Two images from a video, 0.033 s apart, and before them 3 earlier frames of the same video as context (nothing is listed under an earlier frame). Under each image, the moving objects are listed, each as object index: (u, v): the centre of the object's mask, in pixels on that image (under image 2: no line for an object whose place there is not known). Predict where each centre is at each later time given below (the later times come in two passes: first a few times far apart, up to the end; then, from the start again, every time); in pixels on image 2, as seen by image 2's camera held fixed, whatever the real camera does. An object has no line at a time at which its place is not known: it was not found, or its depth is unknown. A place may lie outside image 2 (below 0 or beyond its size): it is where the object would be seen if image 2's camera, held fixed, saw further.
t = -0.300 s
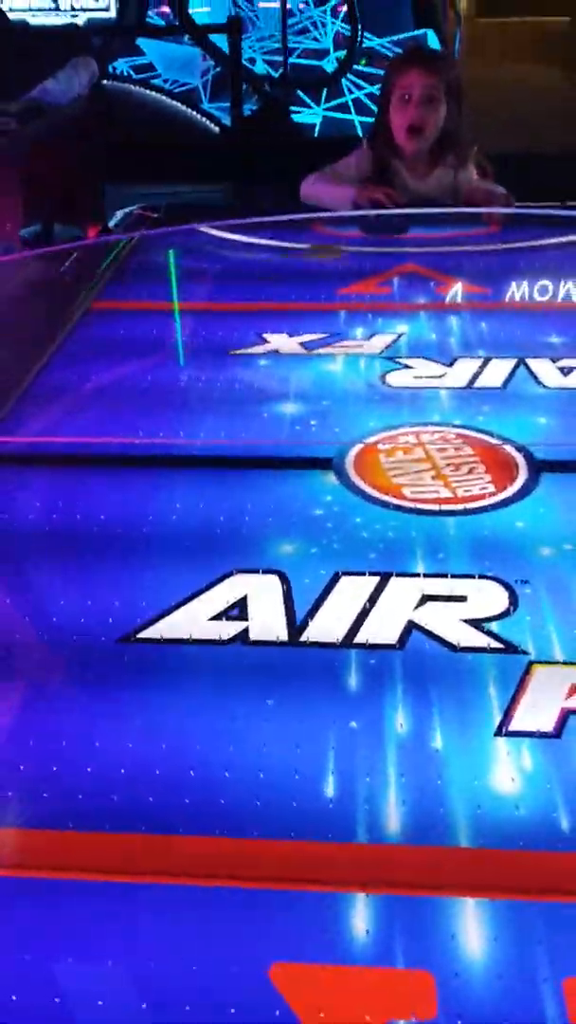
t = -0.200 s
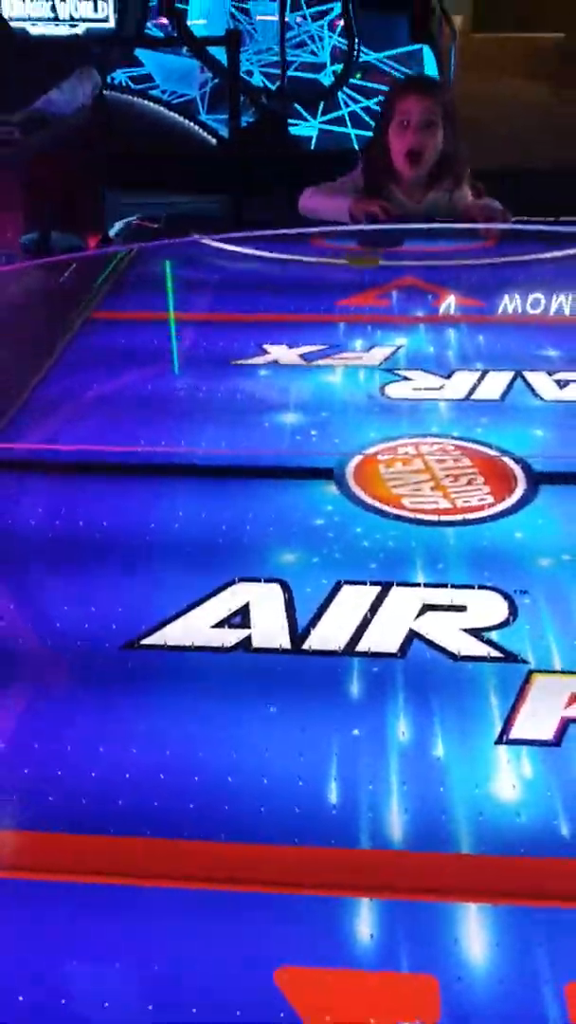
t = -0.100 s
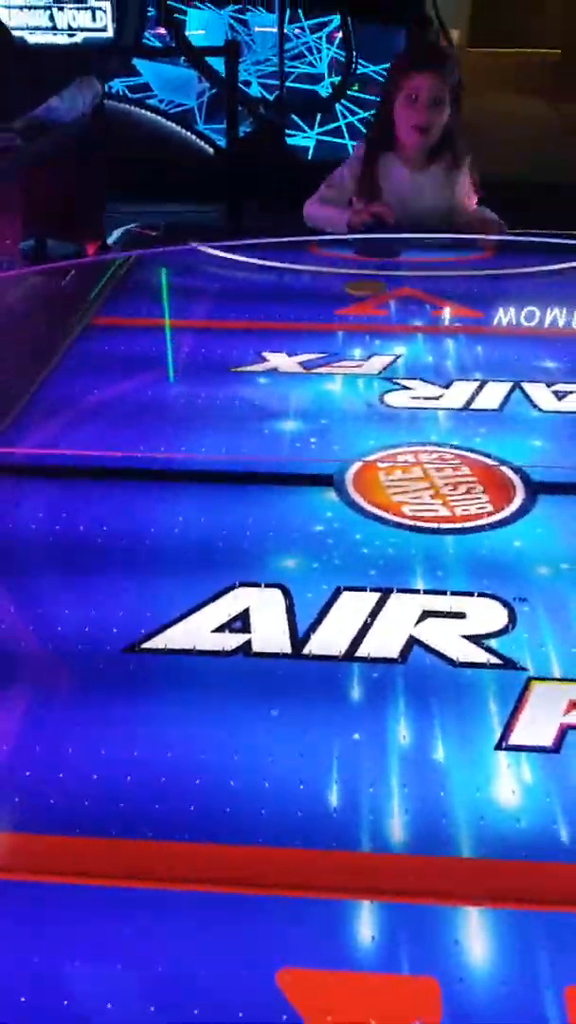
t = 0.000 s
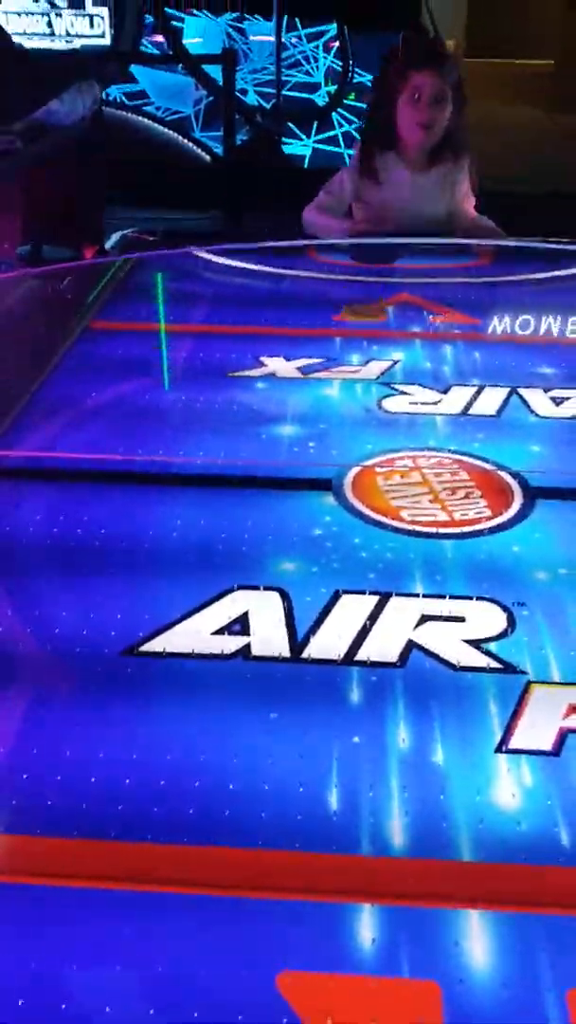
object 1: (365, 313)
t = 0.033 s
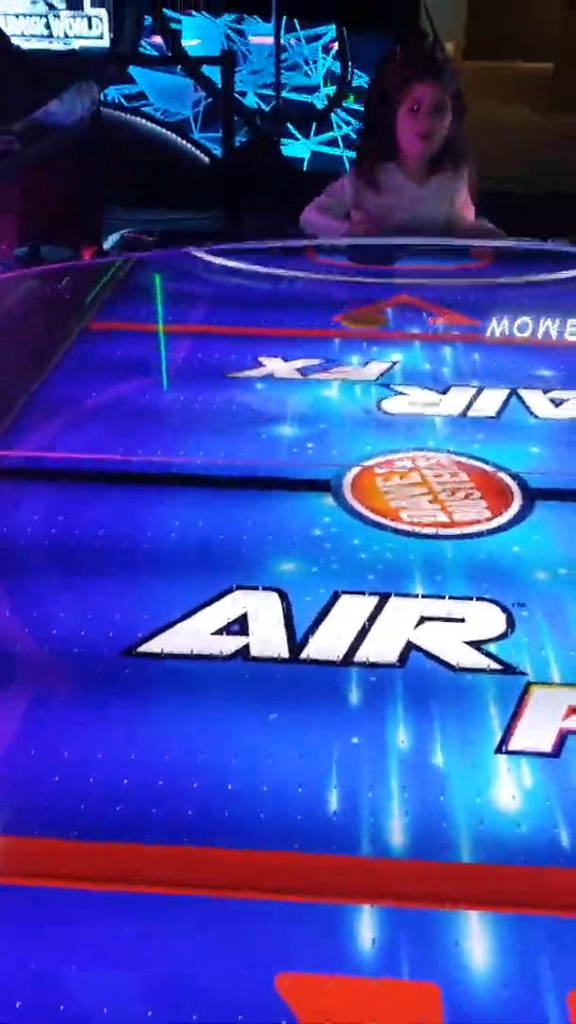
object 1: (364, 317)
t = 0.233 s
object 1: (372, 368)
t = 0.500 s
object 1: (378, 456)
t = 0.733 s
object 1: (377, 567)
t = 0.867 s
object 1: (377, 660)
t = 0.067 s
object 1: (367, 327)
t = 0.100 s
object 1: (369, 336)
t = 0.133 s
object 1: (369, 342)
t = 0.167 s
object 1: (371, 350)
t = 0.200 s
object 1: (372, 359)
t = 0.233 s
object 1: (372, 368)
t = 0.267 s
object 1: (373, 377)
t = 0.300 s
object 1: (373, 387)
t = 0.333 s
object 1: (374, 397)
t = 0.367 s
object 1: (376, 409)
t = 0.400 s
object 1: (374, 420)
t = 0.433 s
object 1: (375, 431)
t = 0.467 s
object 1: (376, 443)
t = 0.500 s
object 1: (378, 456)
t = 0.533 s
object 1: (377, 469)
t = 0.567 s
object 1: (377, 483)
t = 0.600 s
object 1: (377, 496)
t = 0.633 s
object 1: (379, 513)
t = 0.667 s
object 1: (378, 529)
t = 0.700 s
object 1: (378, 547)
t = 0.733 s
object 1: (377, 567)
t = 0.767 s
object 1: (378, 586)
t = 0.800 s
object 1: (378, 609)
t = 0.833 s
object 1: (378, 634)
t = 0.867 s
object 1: (377, 660)
